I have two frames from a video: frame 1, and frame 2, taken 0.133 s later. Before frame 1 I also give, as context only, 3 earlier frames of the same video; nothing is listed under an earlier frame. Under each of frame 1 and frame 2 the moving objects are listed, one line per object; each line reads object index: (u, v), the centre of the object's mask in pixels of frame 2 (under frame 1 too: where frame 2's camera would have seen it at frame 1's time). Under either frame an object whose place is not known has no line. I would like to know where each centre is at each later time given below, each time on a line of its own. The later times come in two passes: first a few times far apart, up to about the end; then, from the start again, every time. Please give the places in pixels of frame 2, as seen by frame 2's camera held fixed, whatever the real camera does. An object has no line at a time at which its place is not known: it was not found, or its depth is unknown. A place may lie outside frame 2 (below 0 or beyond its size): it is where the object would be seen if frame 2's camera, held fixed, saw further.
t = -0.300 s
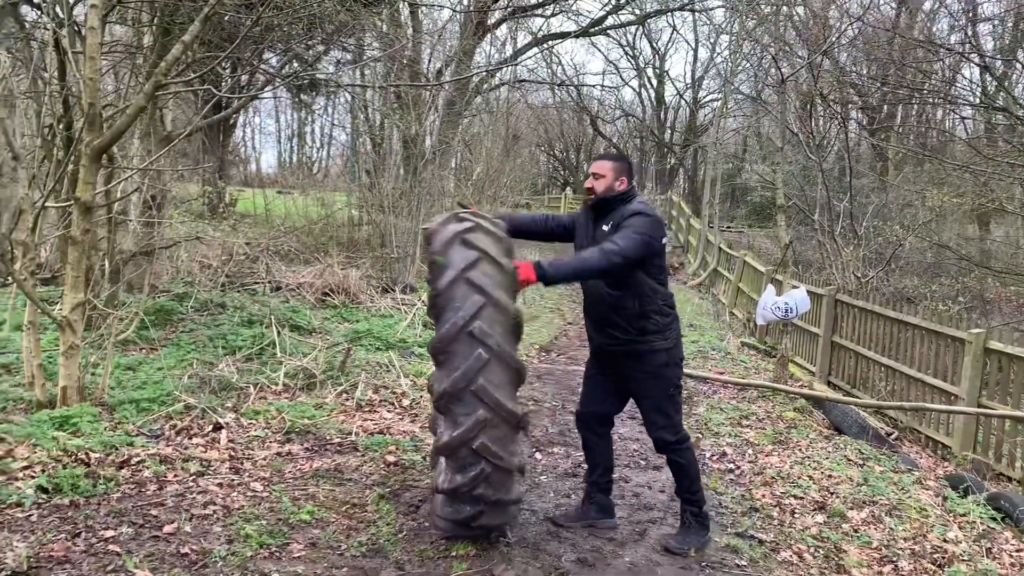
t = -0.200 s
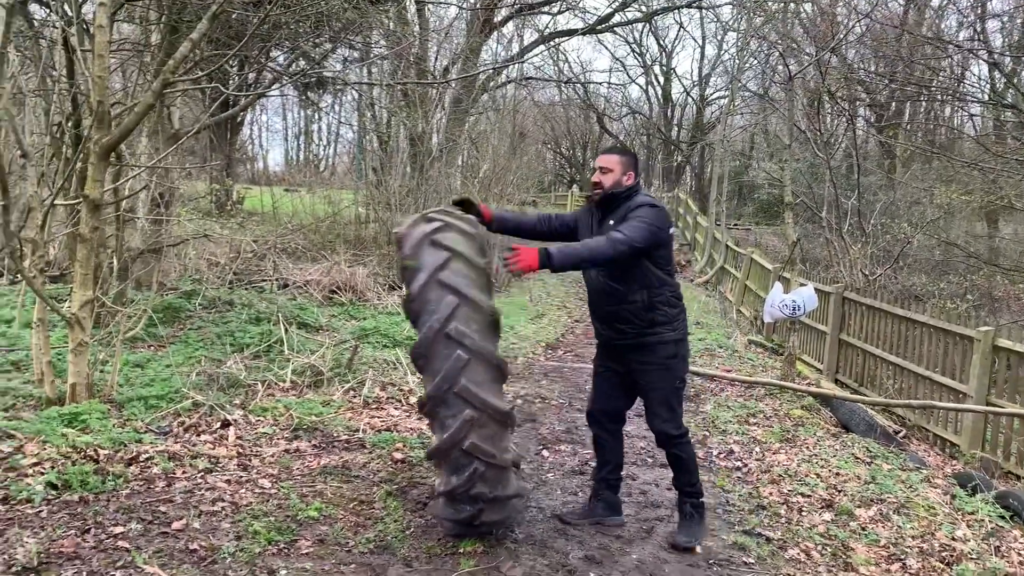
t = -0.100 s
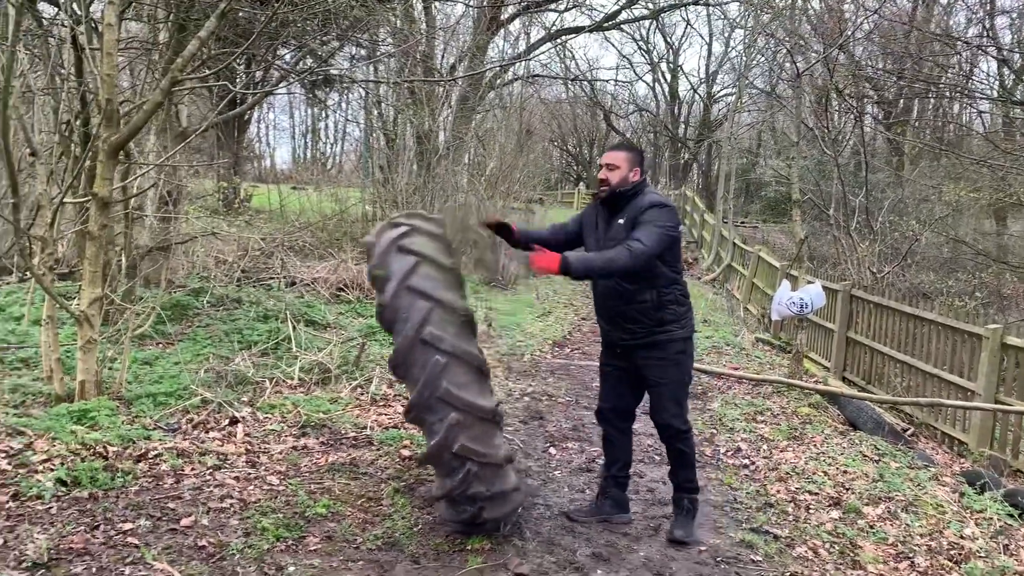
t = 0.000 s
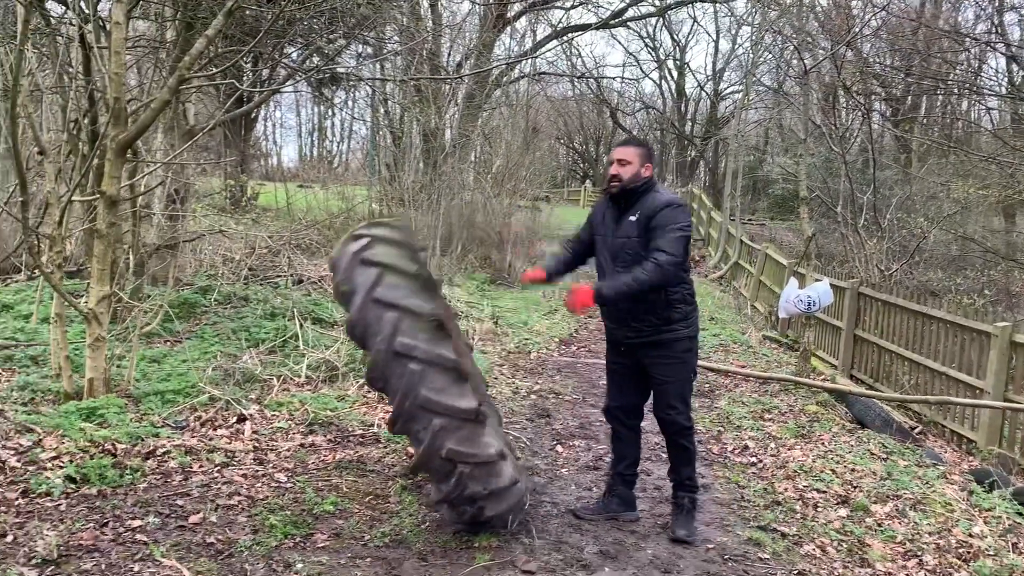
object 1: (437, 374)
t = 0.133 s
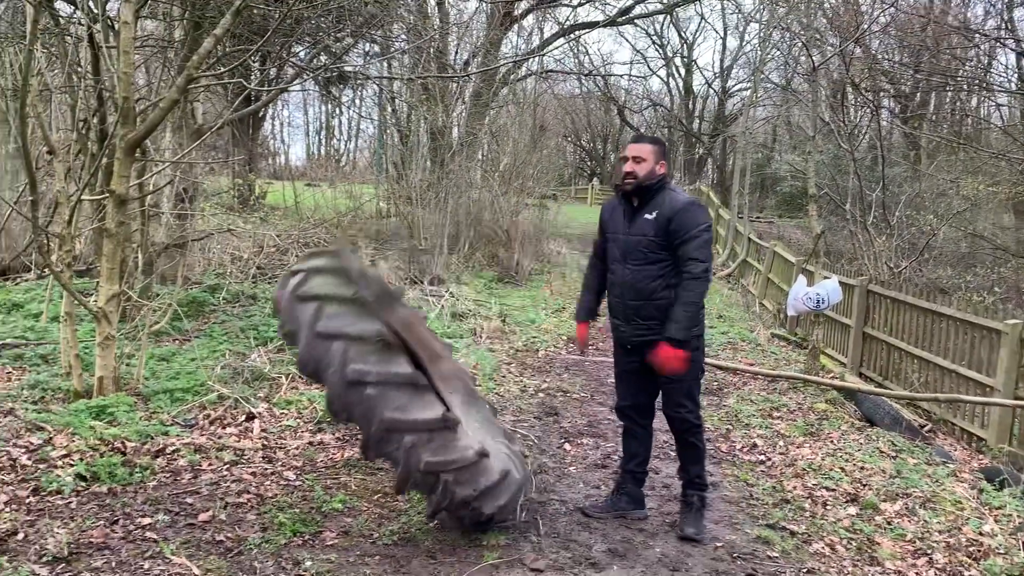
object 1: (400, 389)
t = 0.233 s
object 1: (368, 410)
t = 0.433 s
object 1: (305, 477)
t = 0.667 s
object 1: (300, 471)
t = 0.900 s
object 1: (302, 471)
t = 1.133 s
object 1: (304, 468)
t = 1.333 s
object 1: (306, 465)
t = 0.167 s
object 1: (393, 398)
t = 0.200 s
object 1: (378, 401)
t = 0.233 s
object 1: (368, 410)
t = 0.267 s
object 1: (356, 421)
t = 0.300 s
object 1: (345, 432)
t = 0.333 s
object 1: (332, 445)
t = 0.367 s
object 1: (319, 462)
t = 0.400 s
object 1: (312, 474)
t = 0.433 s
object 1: (305, 477)
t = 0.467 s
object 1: (302, 470)
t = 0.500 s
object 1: (302, 467)
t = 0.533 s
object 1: (301, 464)
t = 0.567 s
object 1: (301, 465)
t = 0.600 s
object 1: (300, 467)
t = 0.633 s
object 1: (299, 469)
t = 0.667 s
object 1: (300, 471)
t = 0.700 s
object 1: (301, 472)
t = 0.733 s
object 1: (301, 471)
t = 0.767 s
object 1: (301, 471)
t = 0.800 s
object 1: (301, 472)
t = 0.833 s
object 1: (301, 471)
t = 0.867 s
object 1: (302, 471)
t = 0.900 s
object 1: (302, 471)
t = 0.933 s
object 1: (302, 471)
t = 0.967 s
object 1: (302, 471)
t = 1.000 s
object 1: (302, 470)
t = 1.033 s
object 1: (303, 470)
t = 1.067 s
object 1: (303, 469)
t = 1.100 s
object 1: (304, 469)
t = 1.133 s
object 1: (304, 468)
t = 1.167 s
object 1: (304, 467)
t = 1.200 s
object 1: (305, 467)
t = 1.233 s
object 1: (305, 467)
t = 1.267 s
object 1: (306, 467)
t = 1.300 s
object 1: (306, 466)
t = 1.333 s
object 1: (306, 465)
